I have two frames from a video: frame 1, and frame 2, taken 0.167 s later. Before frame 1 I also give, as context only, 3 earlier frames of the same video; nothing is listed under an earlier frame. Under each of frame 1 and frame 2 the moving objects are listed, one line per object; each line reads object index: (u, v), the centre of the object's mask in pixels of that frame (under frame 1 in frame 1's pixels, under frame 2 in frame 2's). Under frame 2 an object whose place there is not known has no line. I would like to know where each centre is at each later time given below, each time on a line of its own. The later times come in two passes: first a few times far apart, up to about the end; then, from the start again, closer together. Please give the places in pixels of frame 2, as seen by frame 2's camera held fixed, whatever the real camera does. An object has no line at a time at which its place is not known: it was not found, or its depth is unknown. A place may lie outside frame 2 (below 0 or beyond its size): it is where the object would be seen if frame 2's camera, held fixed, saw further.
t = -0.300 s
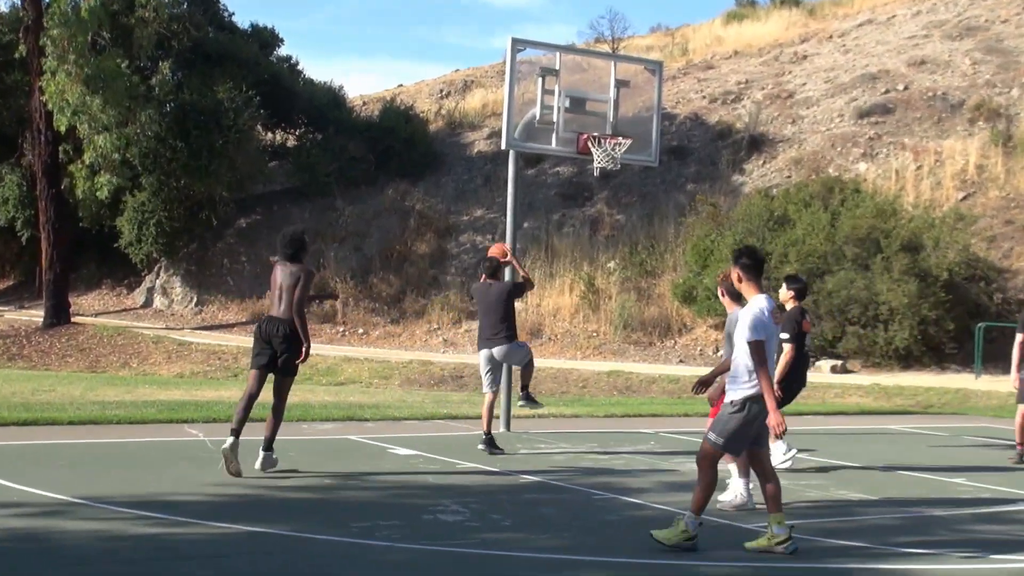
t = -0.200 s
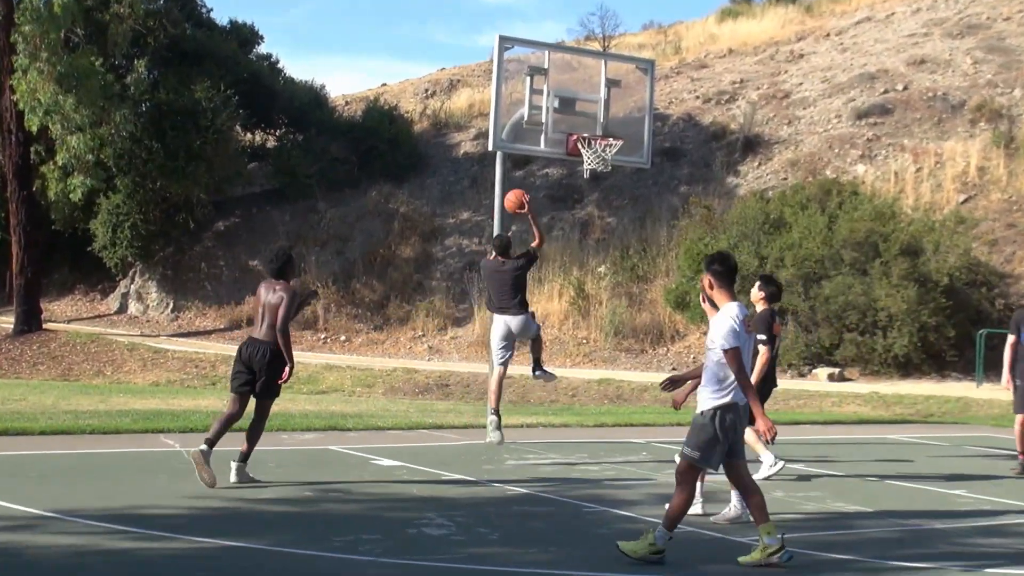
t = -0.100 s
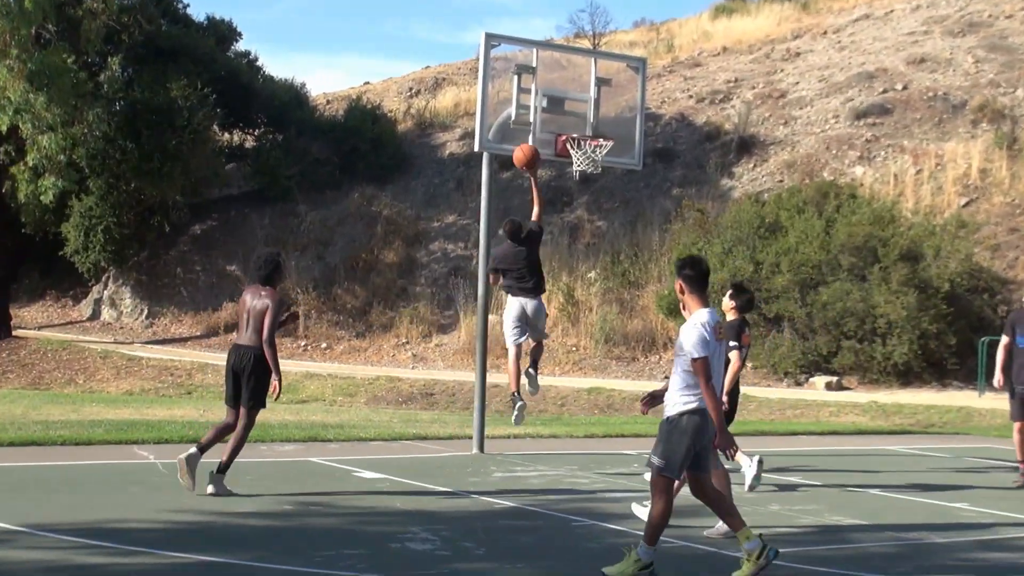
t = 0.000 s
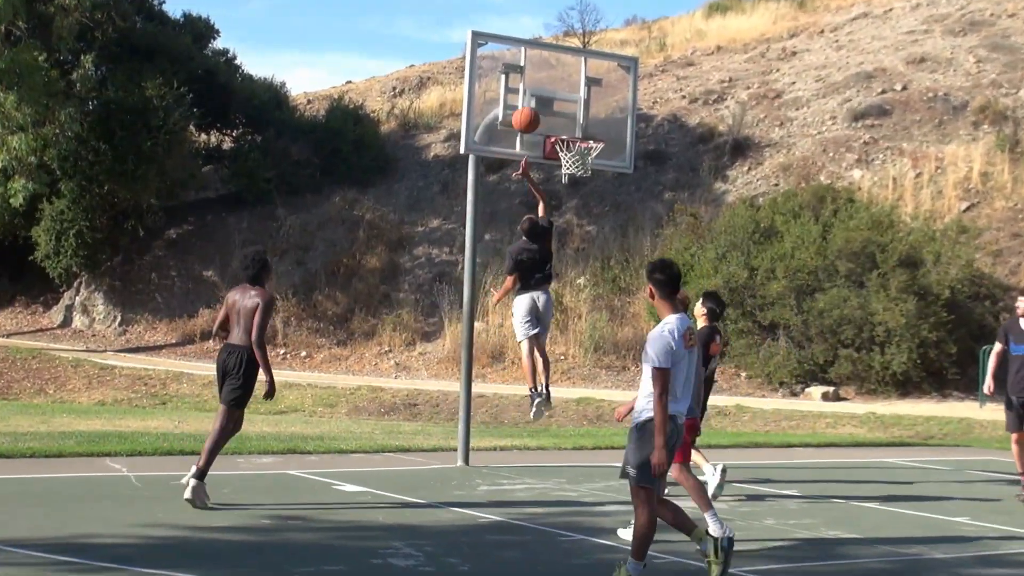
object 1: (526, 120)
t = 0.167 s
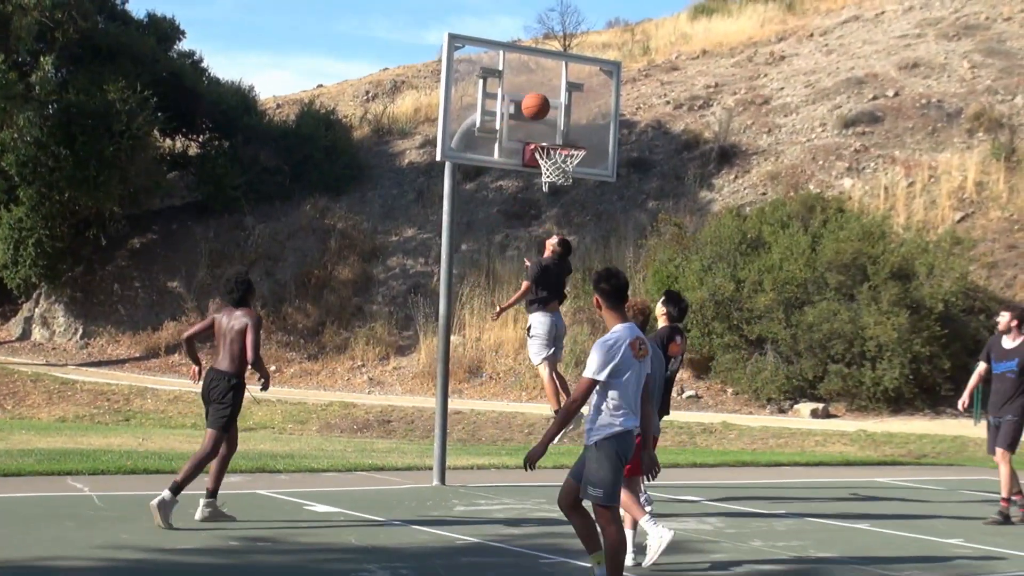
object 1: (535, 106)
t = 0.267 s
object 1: (558, 113)
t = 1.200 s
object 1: (547, 228)
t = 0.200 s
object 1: (543, 106)
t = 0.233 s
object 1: (550, 109)
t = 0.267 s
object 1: (558, 113)
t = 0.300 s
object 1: (564, 118)
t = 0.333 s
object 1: (569, 123)
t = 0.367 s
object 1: (576, 130)
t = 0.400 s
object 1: (581, 136)
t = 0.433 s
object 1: (580, 130)
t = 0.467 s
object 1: (580, 126)
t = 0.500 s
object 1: (580, 123)
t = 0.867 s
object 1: (559, 183)
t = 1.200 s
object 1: (547, 228)
